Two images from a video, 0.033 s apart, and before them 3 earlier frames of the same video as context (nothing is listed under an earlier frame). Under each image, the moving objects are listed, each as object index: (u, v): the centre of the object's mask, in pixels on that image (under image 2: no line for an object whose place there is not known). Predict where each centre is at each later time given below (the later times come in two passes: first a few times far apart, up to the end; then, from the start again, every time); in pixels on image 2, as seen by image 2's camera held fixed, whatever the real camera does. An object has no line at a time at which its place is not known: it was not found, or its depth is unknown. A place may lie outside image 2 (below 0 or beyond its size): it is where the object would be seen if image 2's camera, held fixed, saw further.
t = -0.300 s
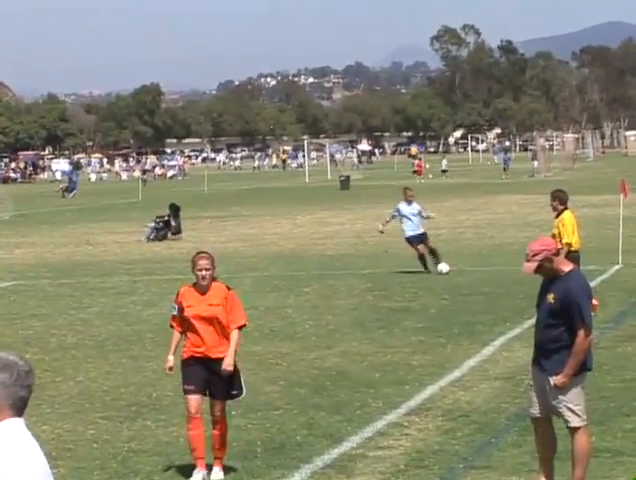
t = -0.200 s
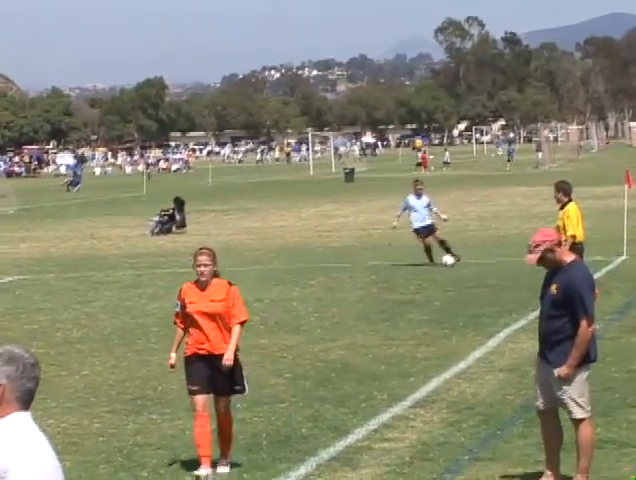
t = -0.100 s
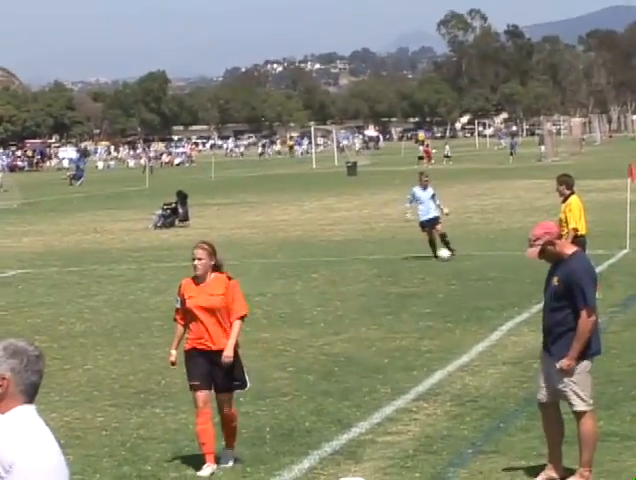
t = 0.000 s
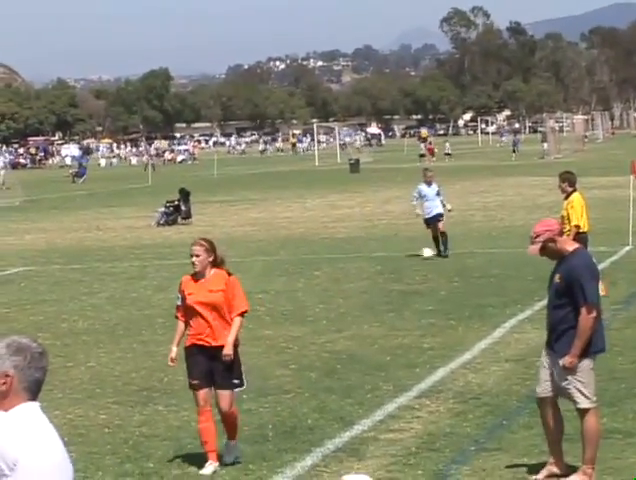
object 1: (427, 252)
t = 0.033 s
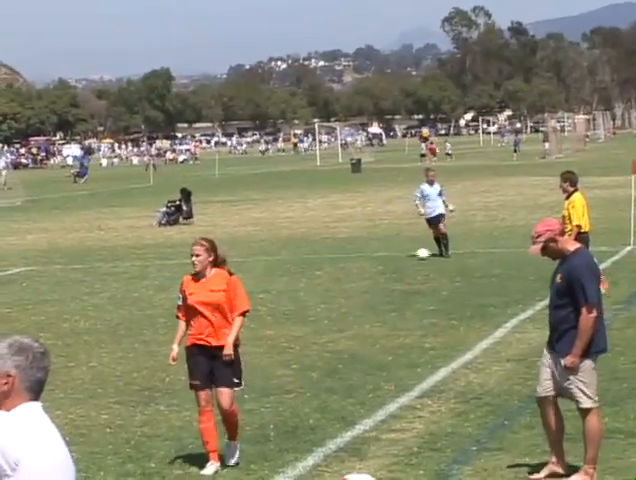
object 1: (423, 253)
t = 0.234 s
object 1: (391, 256)
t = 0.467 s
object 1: (363, 259)
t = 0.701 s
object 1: (337, 260)
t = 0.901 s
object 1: (318, 261)
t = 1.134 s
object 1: (297, 263)
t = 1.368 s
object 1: (278, 264)
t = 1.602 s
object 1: (262, 265)
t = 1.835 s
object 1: (247, 267)
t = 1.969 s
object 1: (240, 268)
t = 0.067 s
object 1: (417, 253)
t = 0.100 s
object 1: (411, 254)
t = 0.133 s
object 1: (405, 255)
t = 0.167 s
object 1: (400, 255)
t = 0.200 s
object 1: (395, 255)
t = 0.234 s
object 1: (391, 256)
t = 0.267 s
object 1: (387, 256)
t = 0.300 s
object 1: (382, 257)
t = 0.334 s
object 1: (378, 257)
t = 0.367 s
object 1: (374, 258)
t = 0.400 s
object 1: (370, 258)
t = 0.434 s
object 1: (366, 258)
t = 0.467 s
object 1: (363, 259)
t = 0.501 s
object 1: (359, 259)
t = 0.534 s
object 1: (355, 259)
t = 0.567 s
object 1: (352, 259)
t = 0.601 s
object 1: (348, 260)
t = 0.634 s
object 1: (344, 260)
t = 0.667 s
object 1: (340, 260)
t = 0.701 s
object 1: (337, 260)
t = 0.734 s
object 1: (334, 260)
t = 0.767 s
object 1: (331, 260)
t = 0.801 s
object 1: (328, 261)
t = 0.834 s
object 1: (325, 261)
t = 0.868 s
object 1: (321, 261)
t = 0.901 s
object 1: (318, 261)
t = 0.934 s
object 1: (315, 262)
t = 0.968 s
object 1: (312, 262)
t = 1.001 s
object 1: (309, 262)
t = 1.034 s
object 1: (305, 262)
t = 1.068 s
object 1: (303, 262)
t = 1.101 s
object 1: (300, 263)
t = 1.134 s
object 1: (297, 263)
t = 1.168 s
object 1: (294, 263)
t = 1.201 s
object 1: (292, 263)
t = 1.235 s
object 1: (289, 264)
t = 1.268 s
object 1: (286, 264)
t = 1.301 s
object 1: (283, 264)
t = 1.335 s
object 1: (281, 264)
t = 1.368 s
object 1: (278, 264)
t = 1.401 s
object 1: (276, 264)
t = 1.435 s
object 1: (273, 265)
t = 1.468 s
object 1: (271, 265)
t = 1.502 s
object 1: (268, 265)
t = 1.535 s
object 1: (267, 265)
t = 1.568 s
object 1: (264, 265)
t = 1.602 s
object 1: (262, 265)
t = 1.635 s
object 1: (260, 266)
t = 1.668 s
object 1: (257, 266)
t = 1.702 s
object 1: (255, 266)
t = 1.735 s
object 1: (253, 266)
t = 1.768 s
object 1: (251, 266)
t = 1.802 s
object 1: (249, 266)
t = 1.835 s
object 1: (247, 267)
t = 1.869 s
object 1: (245, 267)
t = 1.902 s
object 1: (243, 267)
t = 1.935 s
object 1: (242, 268)
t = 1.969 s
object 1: (240, 268)
